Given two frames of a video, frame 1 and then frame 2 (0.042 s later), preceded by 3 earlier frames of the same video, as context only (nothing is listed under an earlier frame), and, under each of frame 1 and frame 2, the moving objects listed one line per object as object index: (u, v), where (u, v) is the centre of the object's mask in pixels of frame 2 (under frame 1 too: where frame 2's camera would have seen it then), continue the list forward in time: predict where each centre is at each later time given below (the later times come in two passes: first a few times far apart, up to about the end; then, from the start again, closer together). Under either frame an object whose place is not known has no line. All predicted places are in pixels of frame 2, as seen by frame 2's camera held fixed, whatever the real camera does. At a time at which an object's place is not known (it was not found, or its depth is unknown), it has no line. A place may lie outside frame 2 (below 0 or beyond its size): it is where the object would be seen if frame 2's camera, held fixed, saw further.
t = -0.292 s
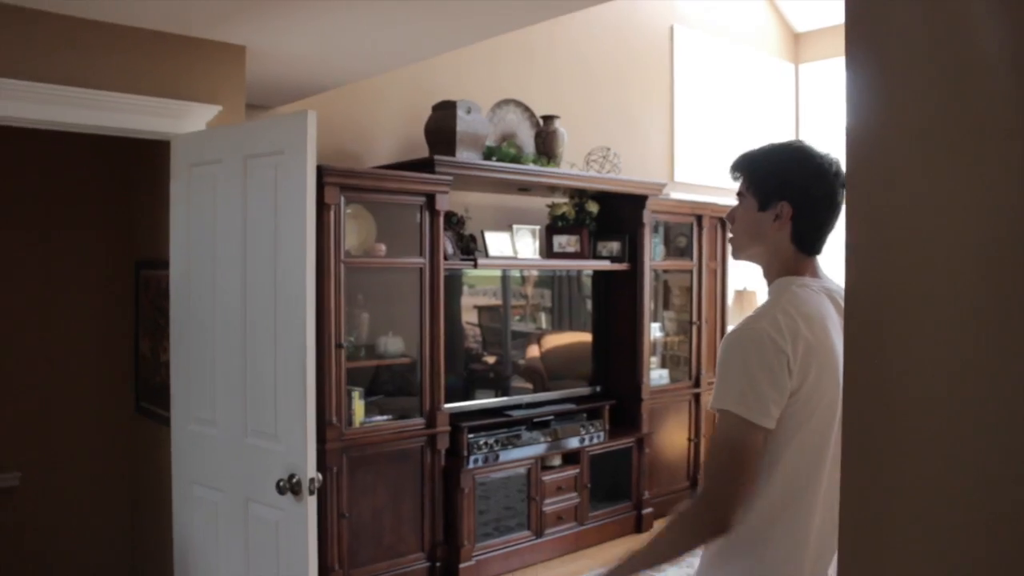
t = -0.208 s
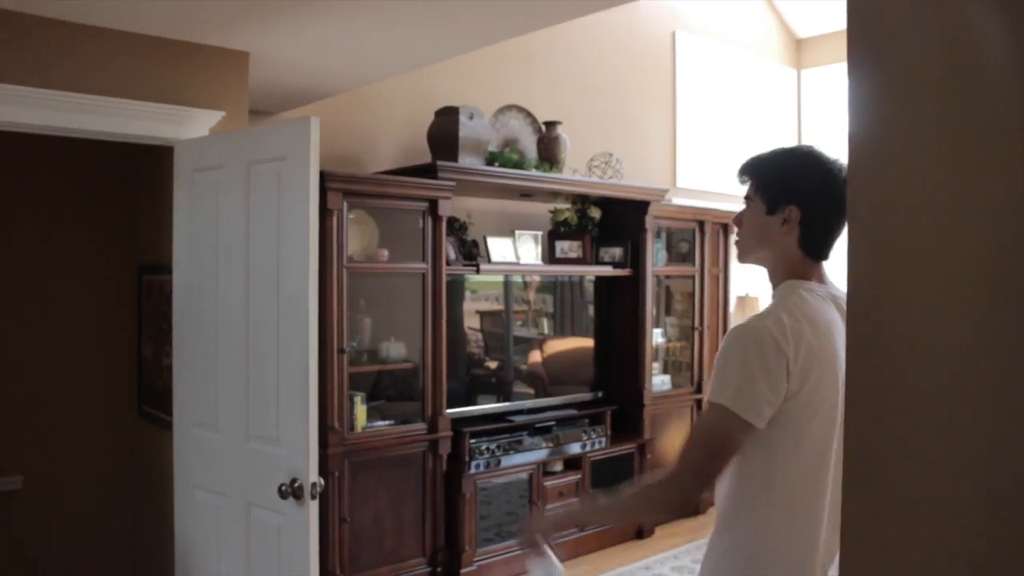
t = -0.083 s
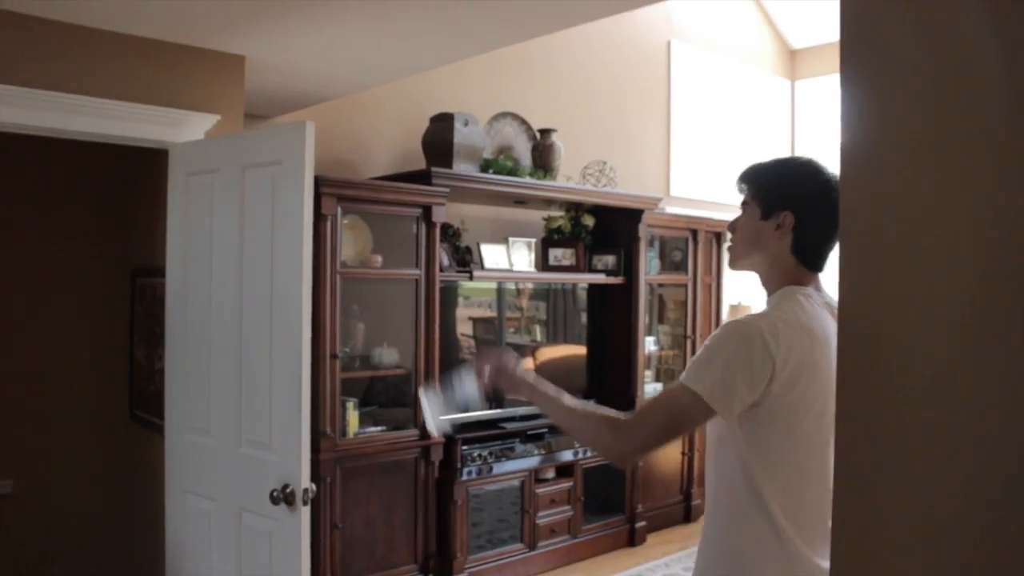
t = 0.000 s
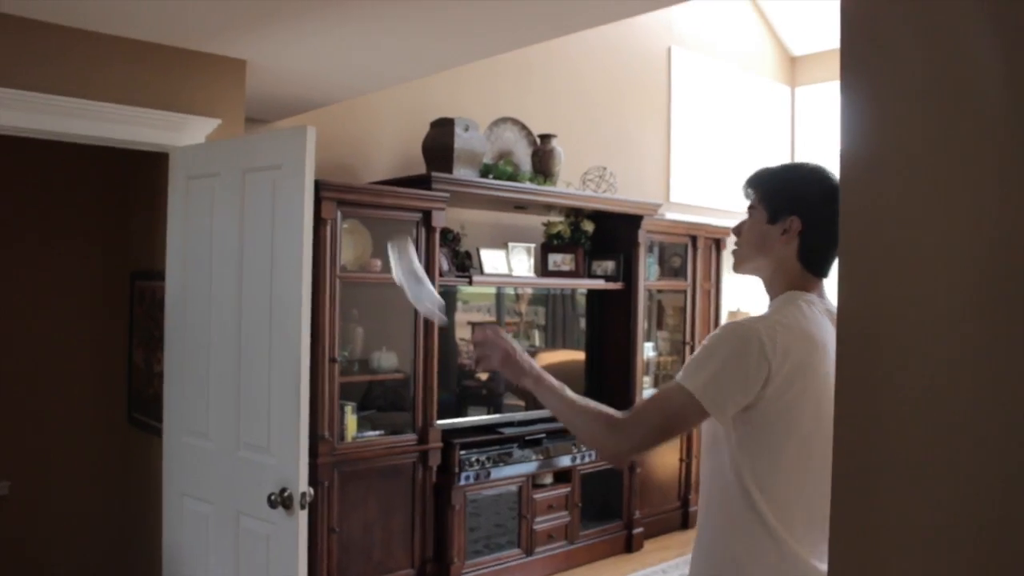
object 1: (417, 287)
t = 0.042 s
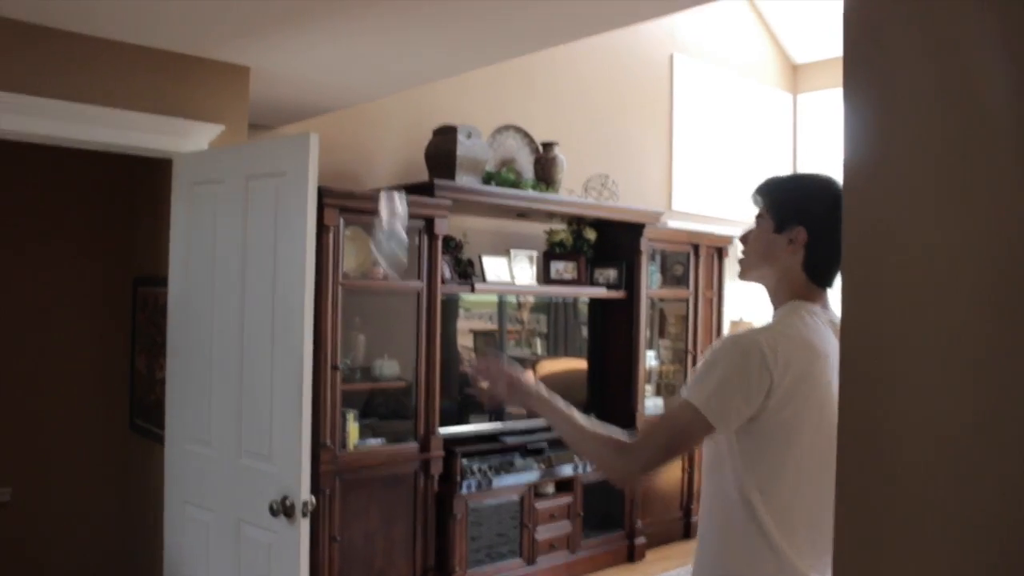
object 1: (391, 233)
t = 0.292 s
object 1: (318, 22)
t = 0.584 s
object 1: (252, 117)
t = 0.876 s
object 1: (244, 134)
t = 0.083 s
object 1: (367, 174)
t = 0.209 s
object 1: (335, 41)
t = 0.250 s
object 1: (327, 26)
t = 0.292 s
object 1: (318, 22)
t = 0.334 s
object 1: (309, 23)
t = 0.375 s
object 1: (298, 28)
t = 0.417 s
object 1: (287, 39)
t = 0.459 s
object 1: (276, 60)
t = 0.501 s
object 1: (265, 84)
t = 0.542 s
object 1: (257, 112)
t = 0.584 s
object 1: (252, 117)
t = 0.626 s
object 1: (249, 125)
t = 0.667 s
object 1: (248, 132)
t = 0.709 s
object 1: (246, 132)
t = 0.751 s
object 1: (244, 133)
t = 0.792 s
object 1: (244, 133)
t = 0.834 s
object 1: (244, 133)
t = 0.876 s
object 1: (244, 134)
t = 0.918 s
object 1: (243, 133)
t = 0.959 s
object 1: (243, 133)
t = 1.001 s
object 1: (243, 133)
